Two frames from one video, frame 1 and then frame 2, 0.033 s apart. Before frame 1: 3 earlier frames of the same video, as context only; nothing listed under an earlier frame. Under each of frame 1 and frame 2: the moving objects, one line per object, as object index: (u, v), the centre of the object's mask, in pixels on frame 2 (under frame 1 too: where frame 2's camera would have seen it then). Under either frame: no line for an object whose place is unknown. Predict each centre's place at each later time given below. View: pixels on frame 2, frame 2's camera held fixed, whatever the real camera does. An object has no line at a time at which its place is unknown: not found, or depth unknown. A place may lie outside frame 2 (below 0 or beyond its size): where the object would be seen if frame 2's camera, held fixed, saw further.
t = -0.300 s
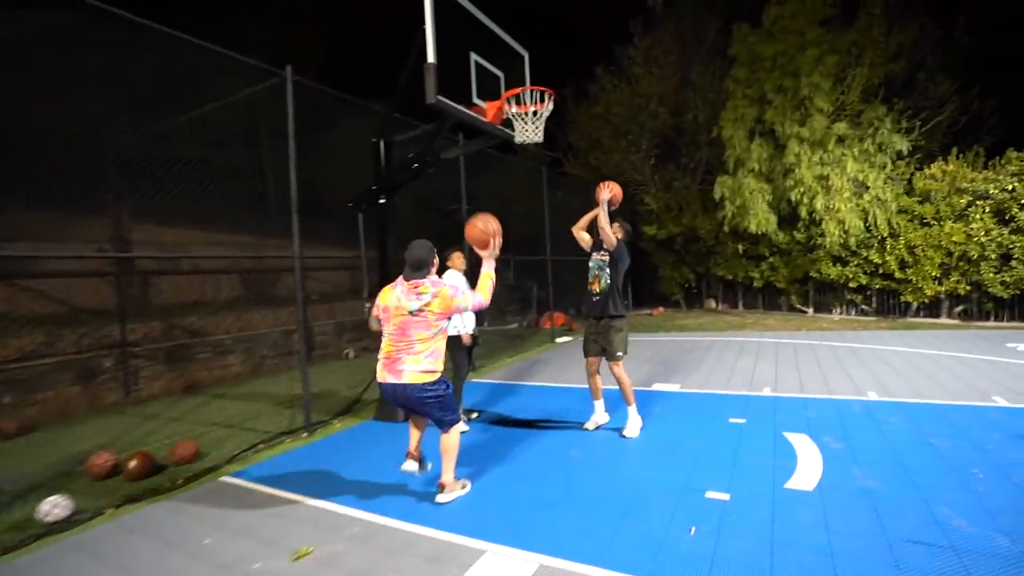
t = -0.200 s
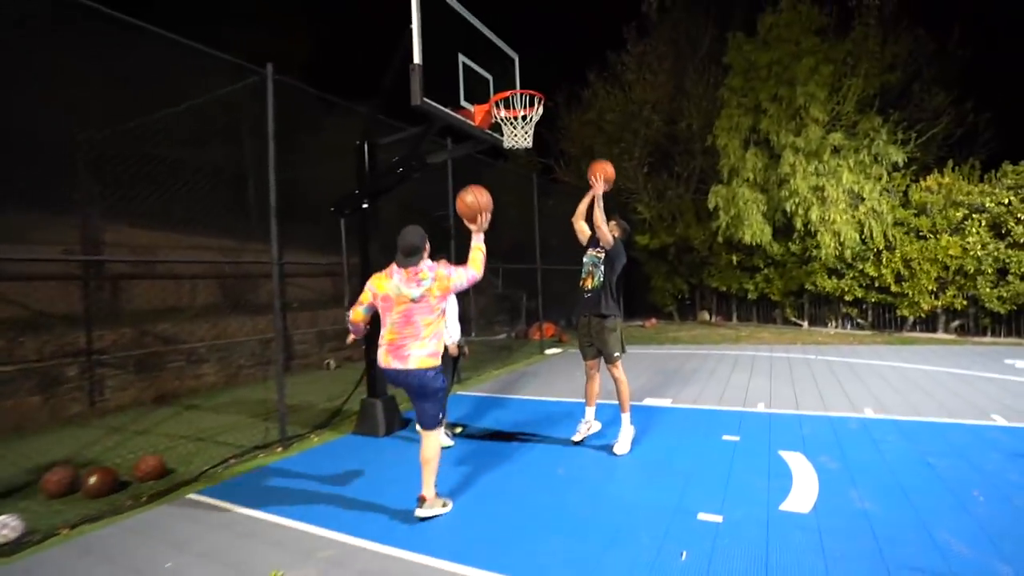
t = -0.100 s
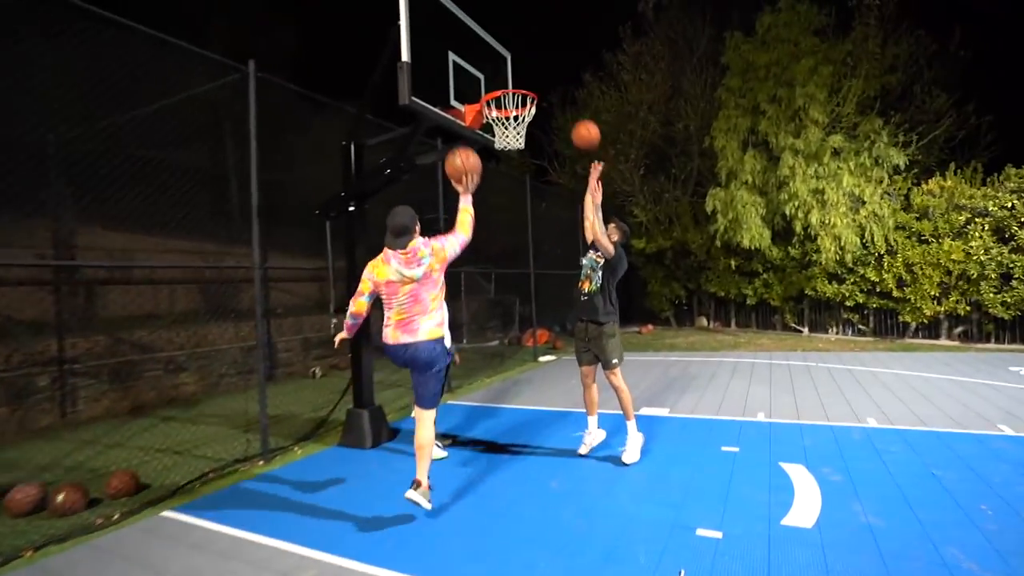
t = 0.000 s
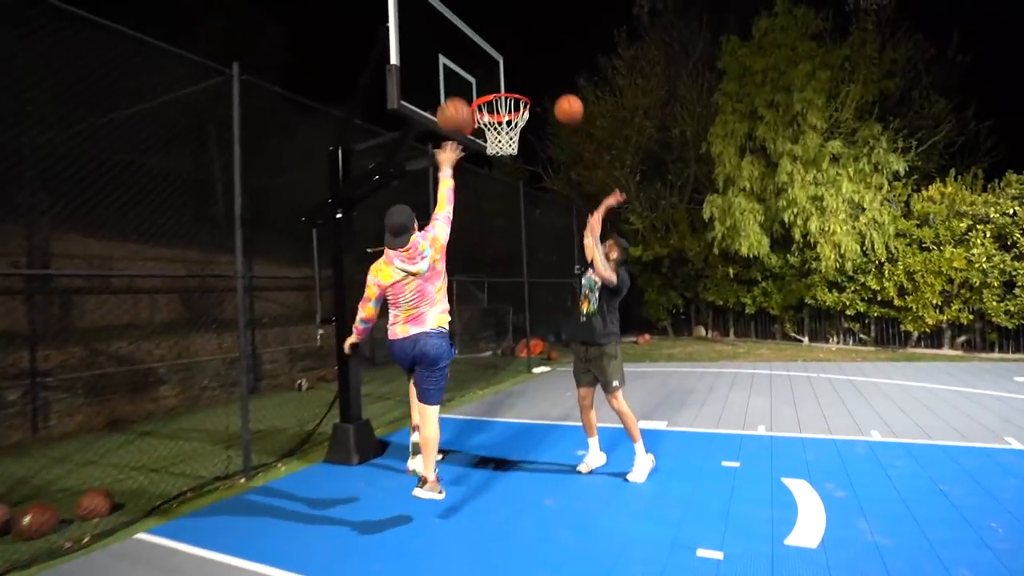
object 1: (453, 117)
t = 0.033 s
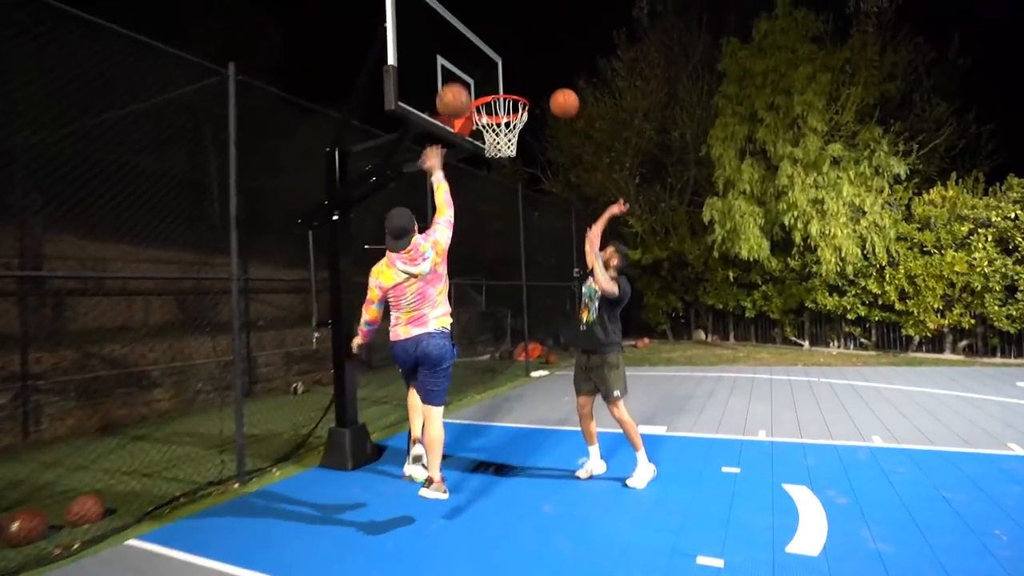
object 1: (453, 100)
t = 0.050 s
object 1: (454, 94)
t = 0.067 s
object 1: (455, 89)
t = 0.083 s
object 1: (456, 83)
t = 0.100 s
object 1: (457, 78)
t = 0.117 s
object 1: (457, 73)
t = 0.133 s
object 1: (457, 69)
